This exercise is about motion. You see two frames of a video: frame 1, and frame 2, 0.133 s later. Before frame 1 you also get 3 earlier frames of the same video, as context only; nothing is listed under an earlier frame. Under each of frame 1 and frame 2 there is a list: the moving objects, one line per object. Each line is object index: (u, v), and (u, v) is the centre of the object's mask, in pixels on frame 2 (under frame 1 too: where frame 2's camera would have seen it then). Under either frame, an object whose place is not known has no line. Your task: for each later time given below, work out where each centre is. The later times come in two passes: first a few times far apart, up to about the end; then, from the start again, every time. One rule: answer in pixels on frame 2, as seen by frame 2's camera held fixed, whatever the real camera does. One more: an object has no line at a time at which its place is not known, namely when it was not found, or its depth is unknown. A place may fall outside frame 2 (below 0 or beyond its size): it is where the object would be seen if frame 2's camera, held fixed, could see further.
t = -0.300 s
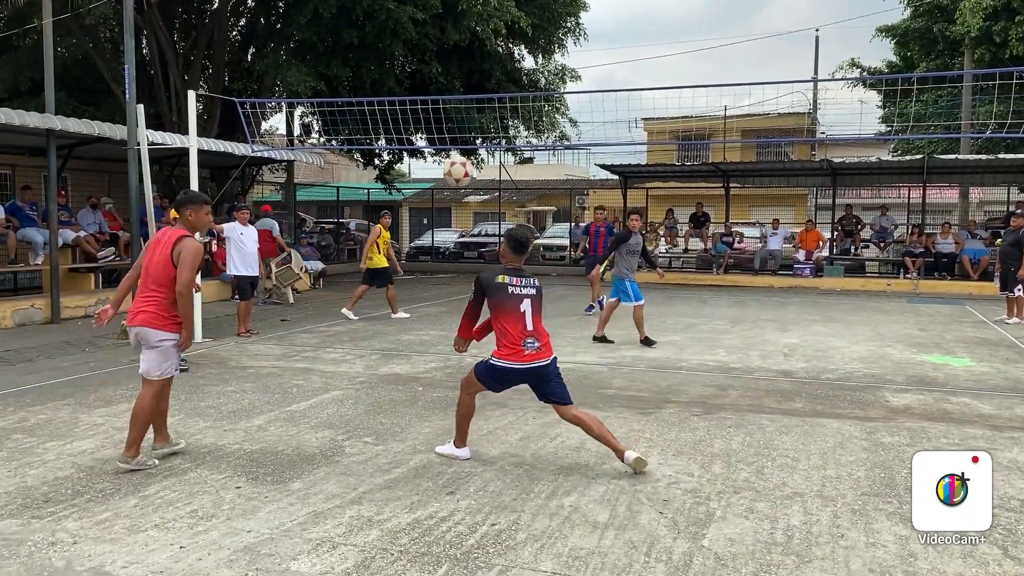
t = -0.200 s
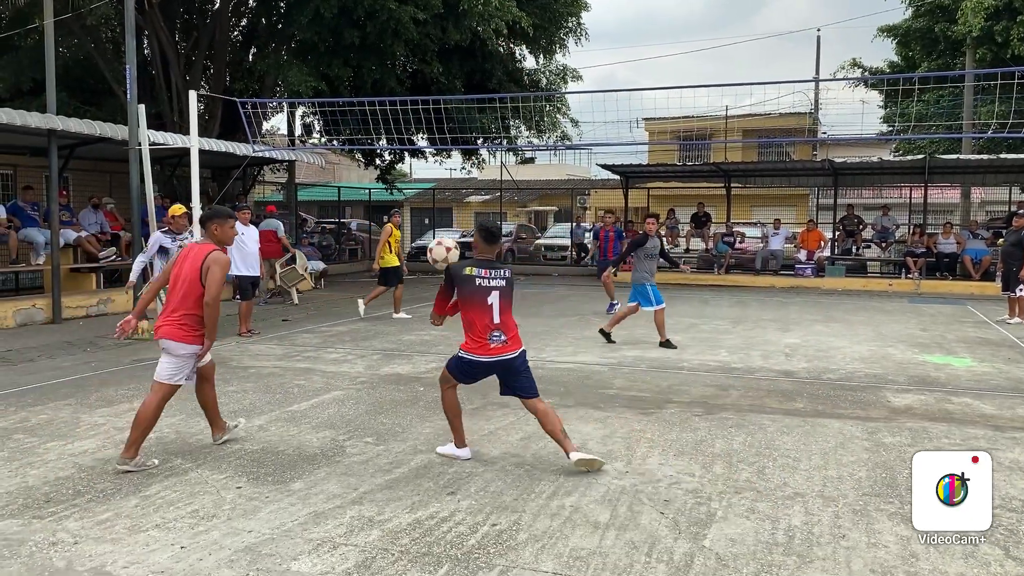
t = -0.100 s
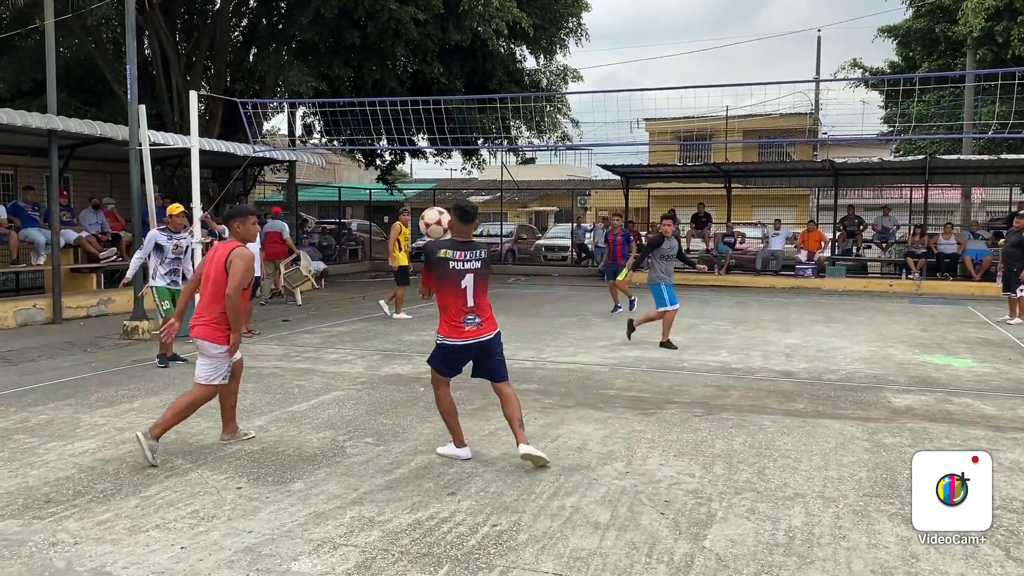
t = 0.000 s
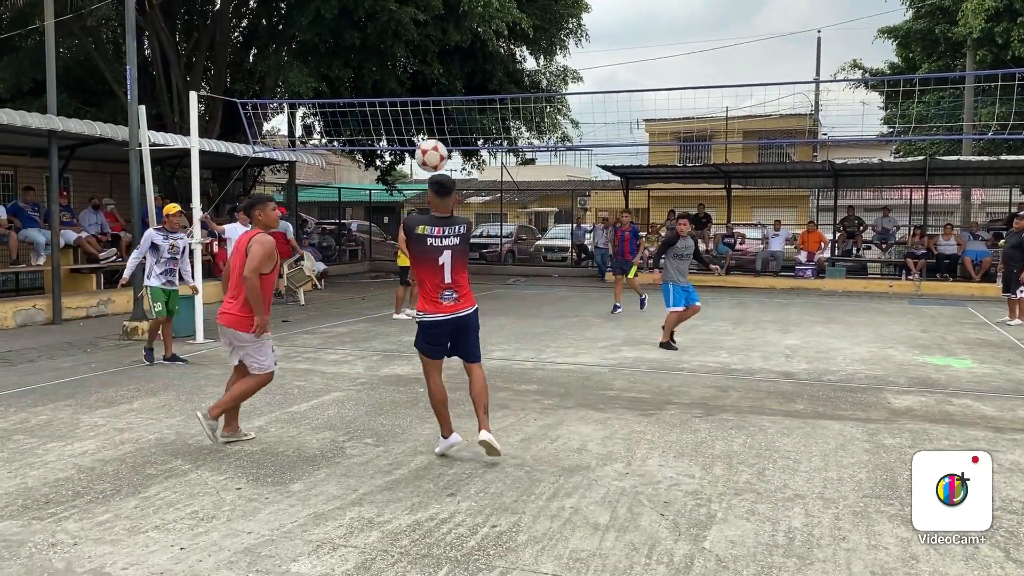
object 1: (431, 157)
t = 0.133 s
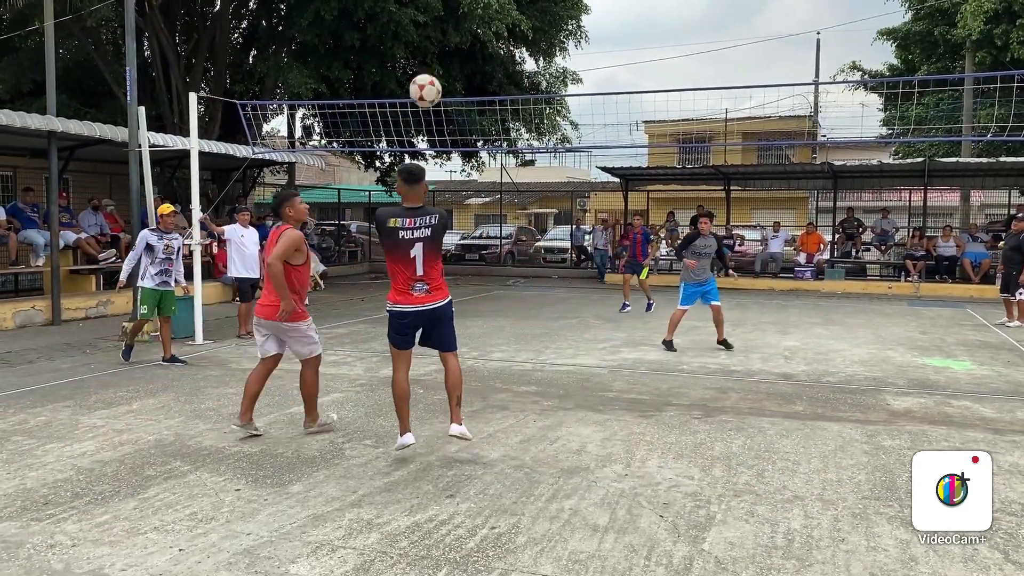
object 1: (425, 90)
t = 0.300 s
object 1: (418, 46)
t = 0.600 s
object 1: (408, 67)
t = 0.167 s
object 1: (424, 78)
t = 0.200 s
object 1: (423, 68)
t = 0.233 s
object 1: (421, 59)
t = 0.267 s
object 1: (420, 52)
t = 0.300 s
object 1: (418, 46)
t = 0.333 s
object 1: (417, 43)
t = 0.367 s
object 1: (416, 40)
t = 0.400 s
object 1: (415, 40)
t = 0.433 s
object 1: (414, 41)
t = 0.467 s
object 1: (412, 43)
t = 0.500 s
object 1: (411, 47)
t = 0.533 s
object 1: (410, 52)
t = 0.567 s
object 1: (409, 59)
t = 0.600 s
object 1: (408, 67)
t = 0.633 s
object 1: (406, 77)
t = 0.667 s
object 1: (405, 87)
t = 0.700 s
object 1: (404, 99)
